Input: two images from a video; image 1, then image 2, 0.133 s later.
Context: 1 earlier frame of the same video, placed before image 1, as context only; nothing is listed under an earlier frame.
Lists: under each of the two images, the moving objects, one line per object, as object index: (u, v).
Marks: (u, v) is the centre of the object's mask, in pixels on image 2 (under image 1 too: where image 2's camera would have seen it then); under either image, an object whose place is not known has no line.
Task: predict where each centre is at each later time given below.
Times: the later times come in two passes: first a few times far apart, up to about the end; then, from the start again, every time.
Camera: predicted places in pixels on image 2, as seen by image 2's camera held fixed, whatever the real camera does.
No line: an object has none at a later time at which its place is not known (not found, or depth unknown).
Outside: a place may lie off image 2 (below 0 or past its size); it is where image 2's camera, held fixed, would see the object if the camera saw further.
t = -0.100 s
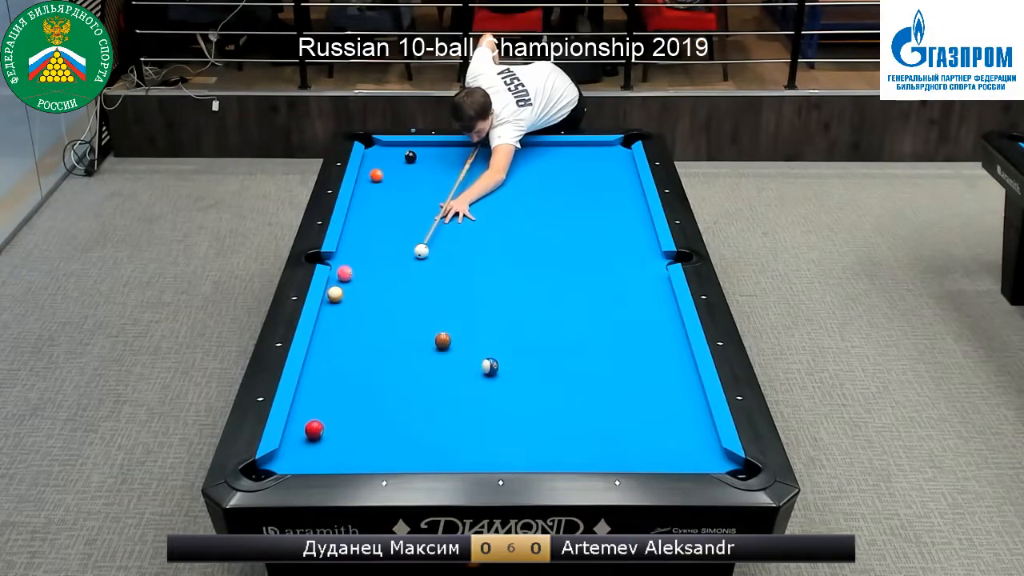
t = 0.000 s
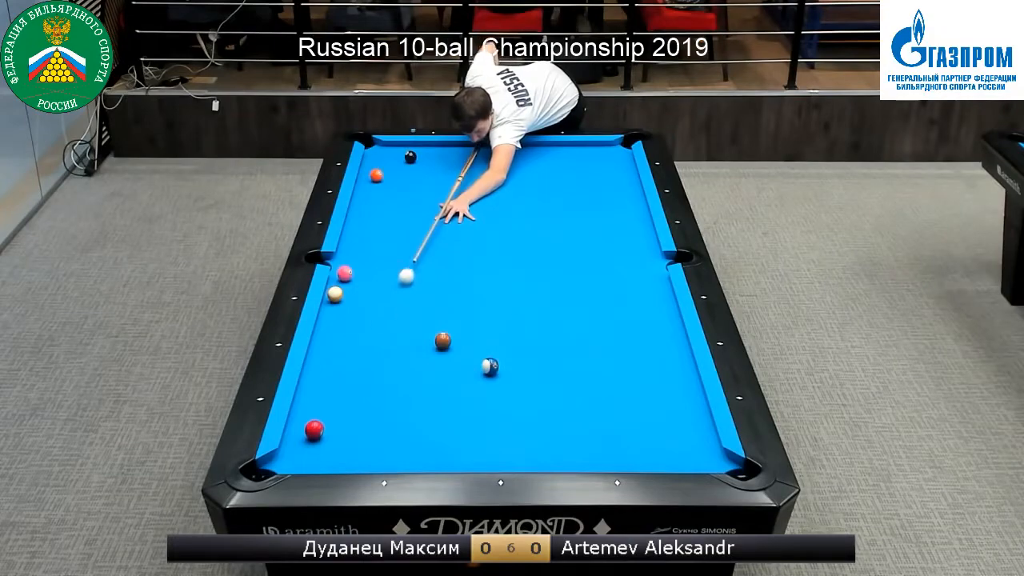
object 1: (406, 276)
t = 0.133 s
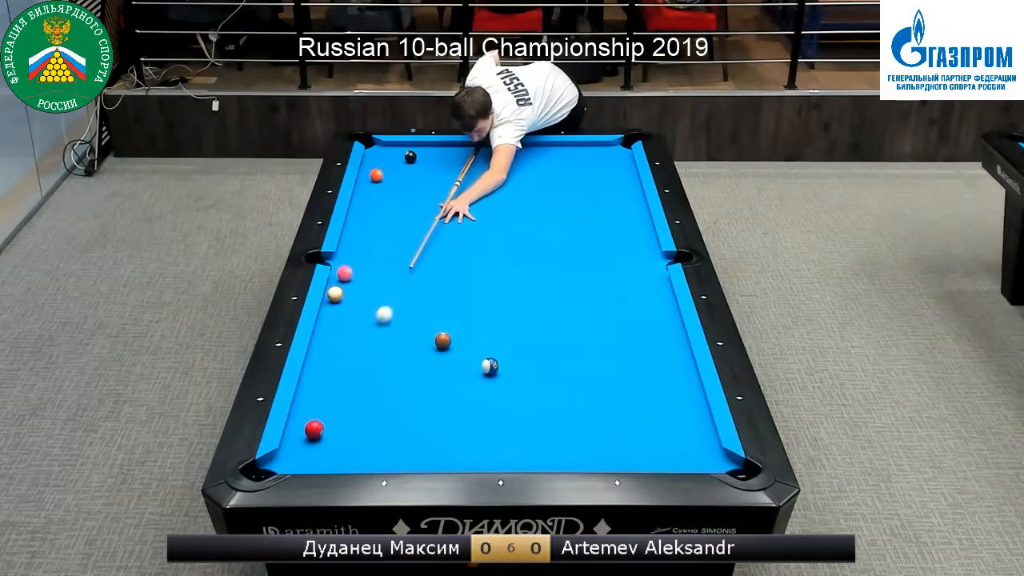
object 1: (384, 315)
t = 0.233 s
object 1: (366, 346)
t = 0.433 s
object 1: (324, 418)
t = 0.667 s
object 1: (334, 435)
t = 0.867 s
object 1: (336, 456)
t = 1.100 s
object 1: (347, 445)
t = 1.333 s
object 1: (357, 430)
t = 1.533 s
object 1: (364, 418)
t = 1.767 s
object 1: (372, 406)
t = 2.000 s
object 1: (380, 395)
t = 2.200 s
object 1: (385, 387)
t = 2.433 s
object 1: (391, 378)
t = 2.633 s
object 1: (395, 371)
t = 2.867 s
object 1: (400, 364)
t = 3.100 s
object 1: (404, 358)
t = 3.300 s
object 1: (407, 353)
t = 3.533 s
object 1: (411, 349)
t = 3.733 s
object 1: (413, 345)
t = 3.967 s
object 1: (416, 343)
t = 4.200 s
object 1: (417, 340)
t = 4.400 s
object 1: (418, 339)
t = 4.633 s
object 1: (419, 338)
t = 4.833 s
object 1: (419, 338)
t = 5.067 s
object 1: (419, 338)
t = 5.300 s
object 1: (419, 338)
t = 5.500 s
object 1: (419, 338)
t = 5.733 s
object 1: (419, 338)
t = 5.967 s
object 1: (419, 338)
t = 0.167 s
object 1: (378, 324)
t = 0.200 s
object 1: (372, 335)
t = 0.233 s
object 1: (366, 346)
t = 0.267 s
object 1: (359, 357)
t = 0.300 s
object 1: (352, 369)
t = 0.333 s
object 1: (346, 380)
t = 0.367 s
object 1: (338, 393)
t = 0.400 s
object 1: (331, 406)
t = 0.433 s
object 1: (324, 418)
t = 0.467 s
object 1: (326, 420)
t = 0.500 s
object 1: (328, 422)
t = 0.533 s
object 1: (330, 423)
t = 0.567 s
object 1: (332, 426)
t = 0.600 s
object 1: (333, 428)
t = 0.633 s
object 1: (334, 432)
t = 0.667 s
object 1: (334, 435)
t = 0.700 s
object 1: (335, 439)
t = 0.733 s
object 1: (335, 443)
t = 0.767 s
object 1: (335, 447)
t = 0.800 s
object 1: (336, 451)
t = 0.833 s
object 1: (336, 454)
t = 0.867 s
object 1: (336, 456)
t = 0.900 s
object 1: (337, 457)
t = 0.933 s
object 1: (339, 454)
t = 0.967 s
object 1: (341, 453)
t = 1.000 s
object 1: (342, 452)
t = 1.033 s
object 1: (344, 449)
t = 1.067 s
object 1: (345, 447)
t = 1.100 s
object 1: (347, 445)
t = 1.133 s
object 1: (348, 443)
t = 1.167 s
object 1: (349, 441)
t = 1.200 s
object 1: (351, 438)
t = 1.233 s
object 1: (352, 436)
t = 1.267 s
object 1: (354, 434)
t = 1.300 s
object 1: (355, 432)
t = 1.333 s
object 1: (357, 430)
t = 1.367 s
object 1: (358, 428)
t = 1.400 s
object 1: (359, 426)
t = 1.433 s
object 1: (360, 424)
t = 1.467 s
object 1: (362, 422)
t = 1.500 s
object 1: (363, 420)
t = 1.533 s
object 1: (364, 418)
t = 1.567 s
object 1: (366, 417)
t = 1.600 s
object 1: (367, 415)
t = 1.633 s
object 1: (368, 413)
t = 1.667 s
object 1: (369, 411)
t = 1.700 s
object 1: (370, 410)
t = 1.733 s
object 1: (371, 408)
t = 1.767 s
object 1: (372, 406)
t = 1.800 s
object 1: (373, 405)
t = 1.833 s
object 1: (374, 403)
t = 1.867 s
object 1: (376, 401)
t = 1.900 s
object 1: (377, 399)
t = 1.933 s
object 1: (378, 398)
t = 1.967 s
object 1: (379, 396)
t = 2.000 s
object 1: (380, 395)
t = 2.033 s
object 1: (380, 394)
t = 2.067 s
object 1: (382, 392)
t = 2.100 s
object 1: (383, 391)
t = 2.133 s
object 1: (383, 389)
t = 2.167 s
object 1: (384, 388)
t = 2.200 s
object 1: (385, 387)
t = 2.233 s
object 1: (386, 386)
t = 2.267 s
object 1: (387, 384)
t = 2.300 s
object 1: (388, 383)
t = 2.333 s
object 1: (389, 382)
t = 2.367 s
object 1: (389, 380)
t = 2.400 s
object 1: (390, 379)
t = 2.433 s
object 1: (391, 378)
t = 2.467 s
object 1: (392, 377)
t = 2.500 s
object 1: (393, 375)
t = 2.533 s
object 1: (394, 374)
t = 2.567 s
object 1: (394, 373)
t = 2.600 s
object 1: (395, 372)
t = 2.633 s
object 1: (395, 371)
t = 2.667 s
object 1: (397, 370)
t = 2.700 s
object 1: (397, 369)
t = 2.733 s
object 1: (397, 368)
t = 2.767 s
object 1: (398, 367)
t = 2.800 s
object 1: (399, 366)
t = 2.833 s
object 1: (399, 365)
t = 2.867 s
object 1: (400, 364)
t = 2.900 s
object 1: (401, 363)
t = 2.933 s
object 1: (402, 362)
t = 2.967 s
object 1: (402, 361)
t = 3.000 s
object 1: (403, 361)
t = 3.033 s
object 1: (403, 360)
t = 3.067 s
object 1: (404, 359)
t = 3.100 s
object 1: (404, 358)
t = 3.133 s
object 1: (405, 357)
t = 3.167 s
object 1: (405, 356)
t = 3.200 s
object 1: (406, 356)
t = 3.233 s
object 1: (406, 355)
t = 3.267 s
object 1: (407, 354)
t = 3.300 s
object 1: (407, 353)
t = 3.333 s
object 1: (408, 353)
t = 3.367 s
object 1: (408, 352)
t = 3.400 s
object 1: (409, 352)
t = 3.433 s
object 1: (409, 351)
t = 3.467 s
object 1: (409, 350)
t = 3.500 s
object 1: (410, 350)
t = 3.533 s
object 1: (411, 349)
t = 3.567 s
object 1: (411, 349)
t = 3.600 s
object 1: (412, 348)
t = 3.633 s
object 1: (412, 347)
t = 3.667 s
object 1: (412, 347)
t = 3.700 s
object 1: (413, 346)
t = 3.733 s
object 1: (413, 345)
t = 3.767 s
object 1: (413, 345)
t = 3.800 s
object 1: (414, 345)
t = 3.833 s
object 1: (414, 344)
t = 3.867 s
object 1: (414, 344)
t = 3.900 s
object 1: (415, 343)
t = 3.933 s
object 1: (415, 343)
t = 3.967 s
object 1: (416, 343)
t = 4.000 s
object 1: (416, 342)
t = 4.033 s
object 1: (416, 342)
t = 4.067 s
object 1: (416, 341)
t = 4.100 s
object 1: (416, 341)
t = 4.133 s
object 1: (417, 341)
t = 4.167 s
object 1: (417, 341)
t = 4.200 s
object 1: (417, 340)
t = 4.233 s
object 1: (417, 340)
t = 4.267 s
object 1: (417, 340)
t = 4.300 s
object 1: (417, 340)
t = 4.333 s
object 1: (418, 339)
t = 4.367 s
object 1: (418, 339)
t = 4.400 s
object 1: (418, 339)
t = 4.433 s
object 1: (418, 339)
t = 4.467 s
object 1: (418, 339)
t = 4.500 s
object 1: (418, 339)
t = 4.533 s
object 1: (419, 339)
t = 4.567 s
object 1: (419, 338)
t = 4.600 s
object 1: (419, 338)
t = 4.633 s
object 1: (419, 338)
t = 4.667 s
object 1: (419, 338)
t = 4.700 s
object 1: (419, 338)
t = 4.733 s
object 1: (420, 338)
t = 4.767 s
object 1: (420, 338)
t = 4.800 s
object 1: (420, 338)
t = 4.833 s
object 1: (419, 338)
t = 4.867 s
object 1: (419, 338)
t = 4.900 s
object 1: (420, 338)
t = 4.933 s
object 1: (419, 338)
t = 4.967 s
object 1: (420, 338)
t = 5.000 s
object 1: (419, 338)
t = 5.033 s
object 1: (419, 338)
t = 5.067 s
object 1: (419, 338)
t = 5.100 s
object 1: (419, 338)
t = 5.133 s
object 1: (419, 338)
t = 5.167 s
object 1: (419, 338)
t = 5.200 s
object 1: (419, 338)
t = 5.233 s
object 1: (419, 338)
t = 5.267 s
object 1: (419, 338)
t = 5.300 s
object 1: (419, 338)
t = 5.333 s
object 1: (419, 338)
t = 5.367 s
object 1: (419, 338)
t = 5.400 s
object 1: (419, 338)
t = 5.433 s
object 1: (419, 338)
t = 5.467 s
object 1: (419, 338)
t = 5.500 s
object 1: (419, 338)
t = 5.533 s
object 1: (419, 338)
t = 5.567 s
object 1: (419, 338)
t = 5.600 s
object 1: (419, 338)
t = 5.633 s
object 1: (419, 338)
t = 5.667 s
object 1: (419, 338)
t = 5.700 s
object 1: (419, 338)
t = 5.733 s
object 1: (419, 338)
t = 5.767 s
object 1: (419, 338)
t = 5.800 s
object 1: (419, 338)
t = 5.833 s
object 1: (419, 338)
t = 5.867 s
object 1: (419, 338)
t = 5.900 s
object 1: (419, 338)
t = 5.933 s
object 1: (419, 338)
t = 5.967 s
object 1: (419, 338)
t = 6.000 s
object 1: (419, 338)
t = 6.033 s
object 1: (419, 338)
